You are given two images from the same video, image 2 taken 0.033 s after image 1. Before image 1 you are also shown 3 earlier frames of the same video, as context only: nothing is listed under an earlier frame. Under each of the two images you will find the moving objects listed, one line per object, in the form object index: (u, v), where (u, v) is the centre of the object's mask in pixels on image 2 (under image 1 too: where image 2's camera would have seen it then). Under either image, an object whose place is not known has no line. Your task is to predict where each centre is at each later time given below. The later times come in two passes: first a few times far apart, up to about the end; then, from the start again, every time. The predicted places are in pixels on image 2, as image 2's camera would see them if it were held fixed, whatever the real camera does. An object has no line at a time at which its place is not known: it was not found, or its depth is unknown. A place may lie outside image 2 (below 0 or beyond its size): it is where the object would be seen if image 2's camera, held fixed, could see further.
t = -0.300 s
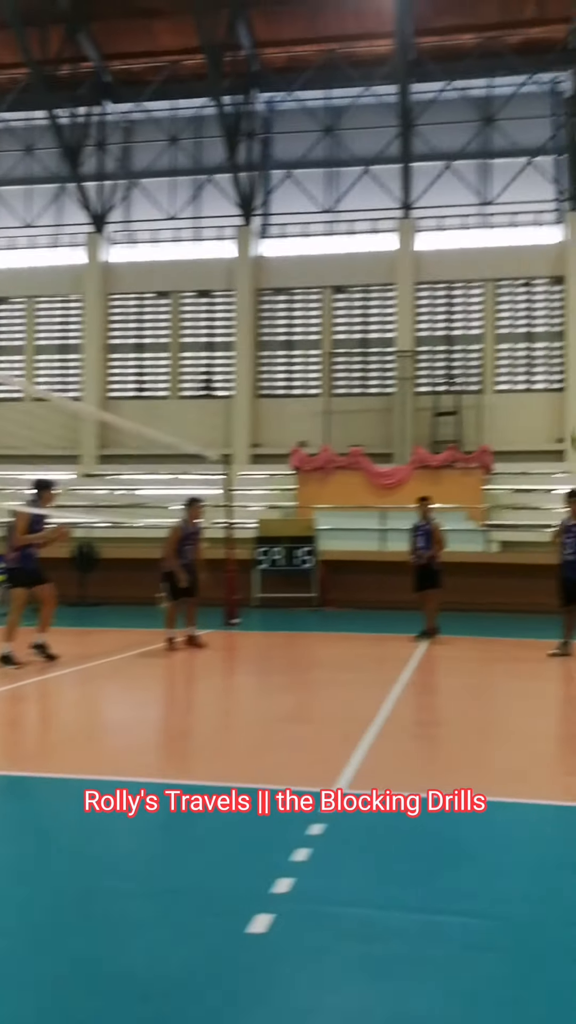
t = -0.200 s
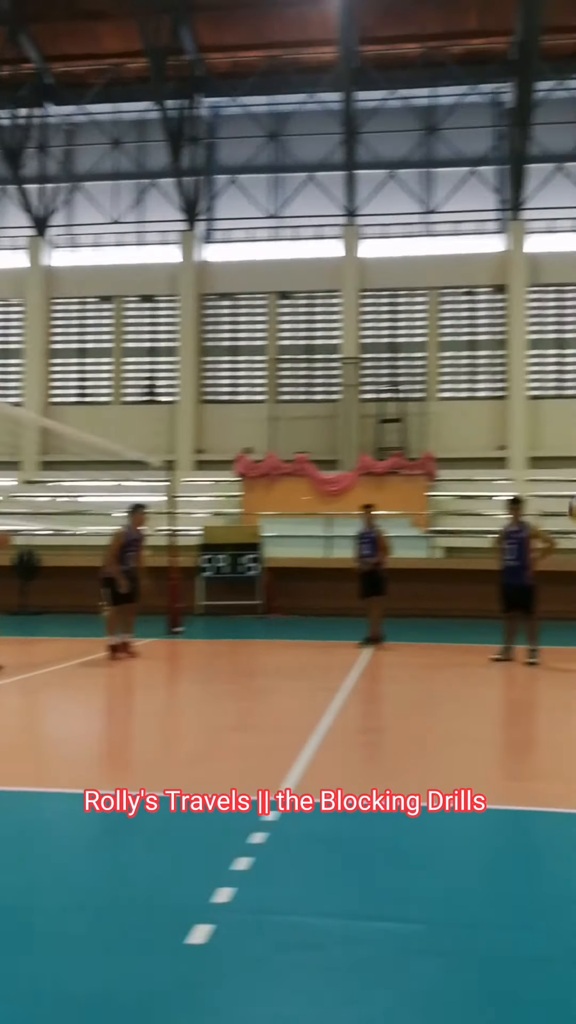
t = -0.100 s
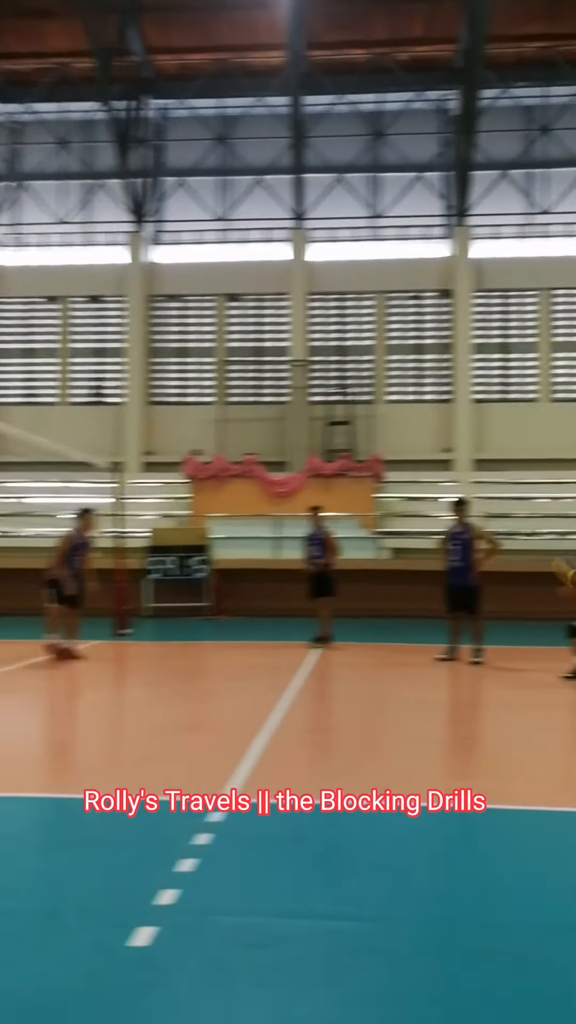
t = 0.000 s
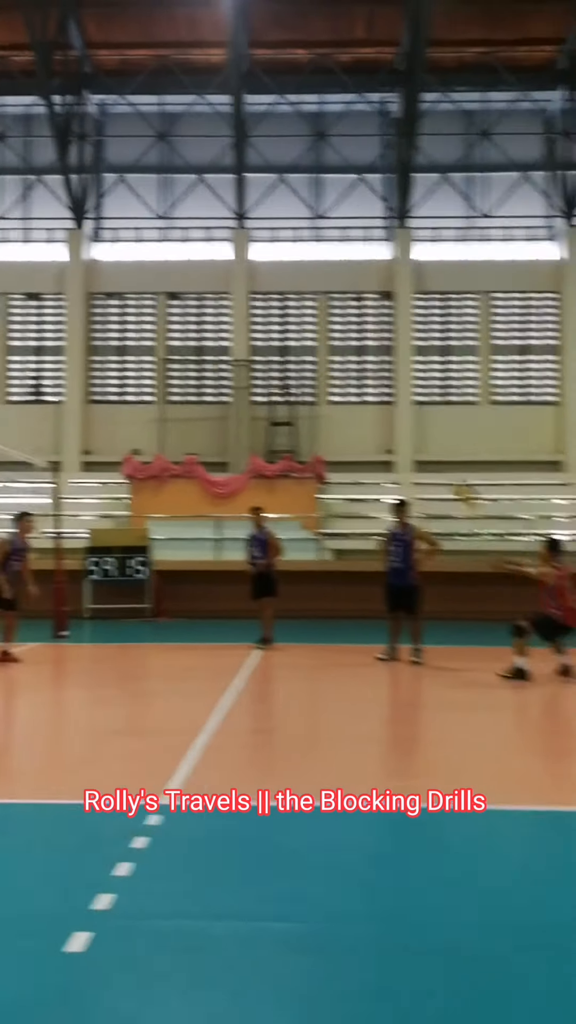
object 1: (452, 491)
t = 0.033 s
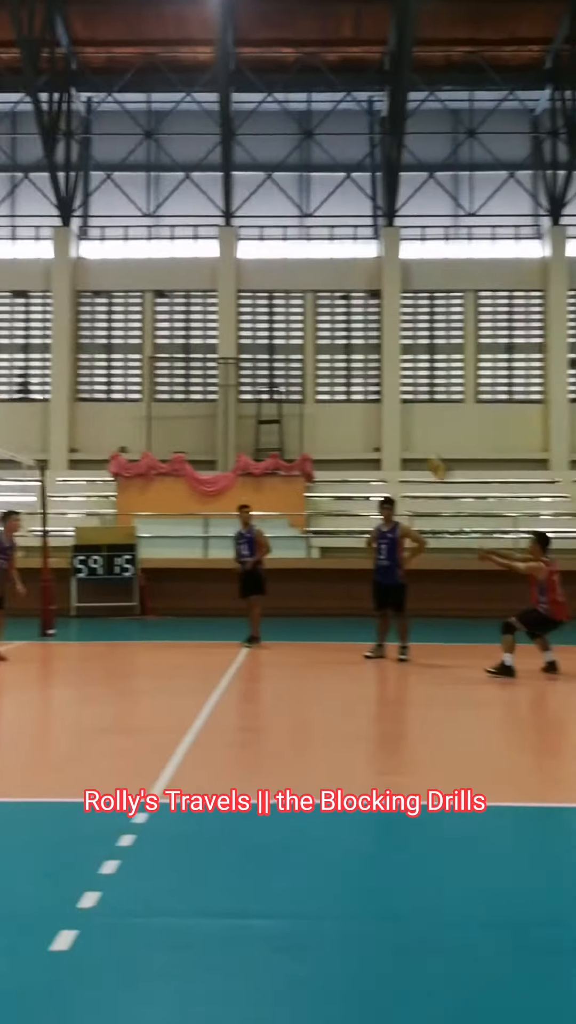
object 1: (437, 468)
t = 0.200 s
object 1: (372, 369)
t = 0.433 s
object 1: (284, 279)
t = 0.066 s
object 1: (426, 446)
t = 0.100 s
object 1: (411, 423)
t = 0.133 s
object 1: (398, 405)
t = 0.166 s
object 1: (385, 385)
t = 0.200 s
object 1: (372, 369)
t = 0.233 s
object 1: (358, 351)
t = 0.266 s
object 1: (344, 336)
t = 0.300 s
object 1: (332, 322)
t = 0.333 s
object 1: (320, 309)
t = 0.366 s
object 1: (308, 298)
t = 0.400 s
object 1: (296, 288)
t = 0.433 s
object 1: (284, 279)
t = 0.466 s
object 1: (273, 272)
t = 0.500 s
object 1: (260, 268)
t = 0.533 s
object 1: (247, 261)
